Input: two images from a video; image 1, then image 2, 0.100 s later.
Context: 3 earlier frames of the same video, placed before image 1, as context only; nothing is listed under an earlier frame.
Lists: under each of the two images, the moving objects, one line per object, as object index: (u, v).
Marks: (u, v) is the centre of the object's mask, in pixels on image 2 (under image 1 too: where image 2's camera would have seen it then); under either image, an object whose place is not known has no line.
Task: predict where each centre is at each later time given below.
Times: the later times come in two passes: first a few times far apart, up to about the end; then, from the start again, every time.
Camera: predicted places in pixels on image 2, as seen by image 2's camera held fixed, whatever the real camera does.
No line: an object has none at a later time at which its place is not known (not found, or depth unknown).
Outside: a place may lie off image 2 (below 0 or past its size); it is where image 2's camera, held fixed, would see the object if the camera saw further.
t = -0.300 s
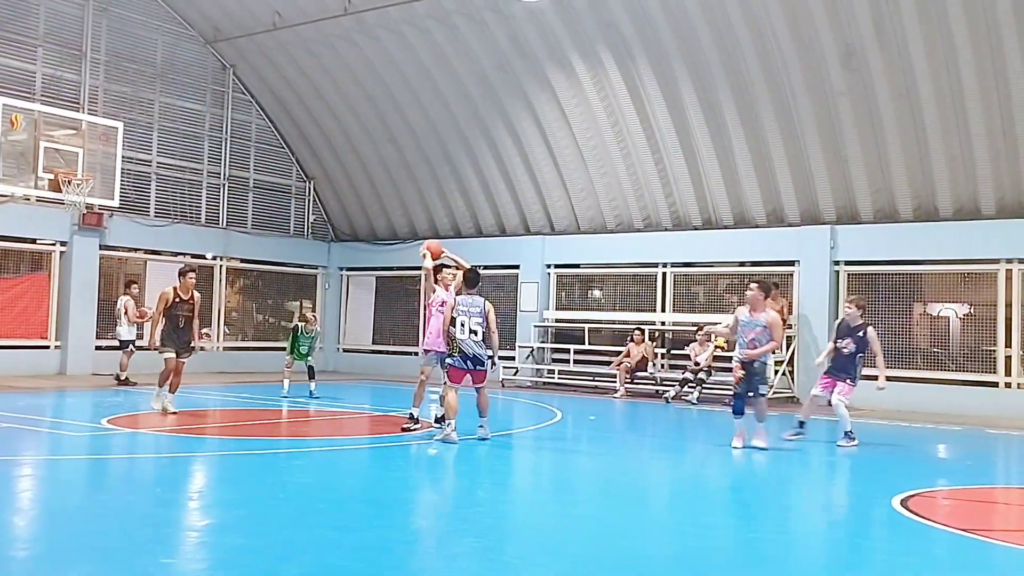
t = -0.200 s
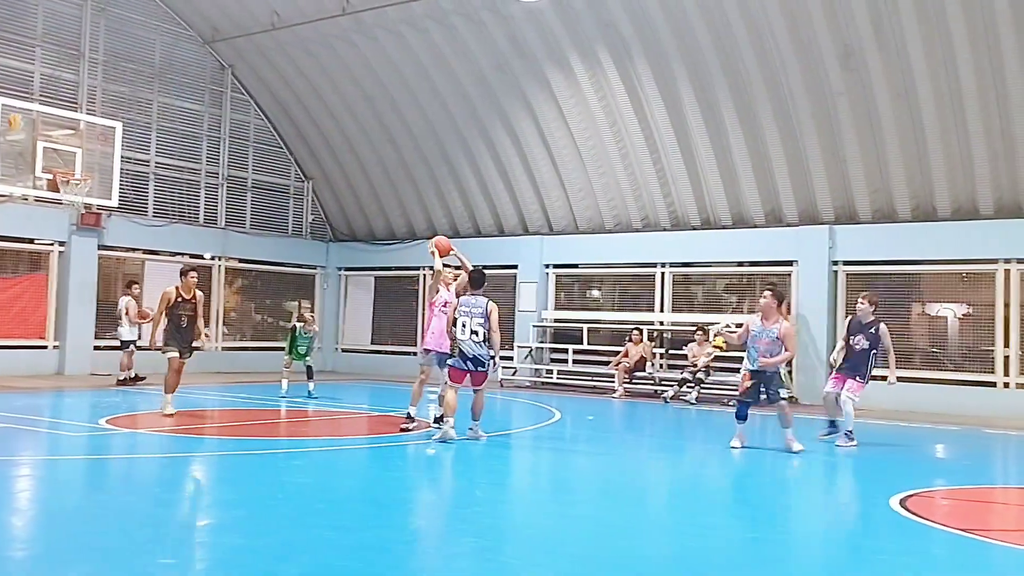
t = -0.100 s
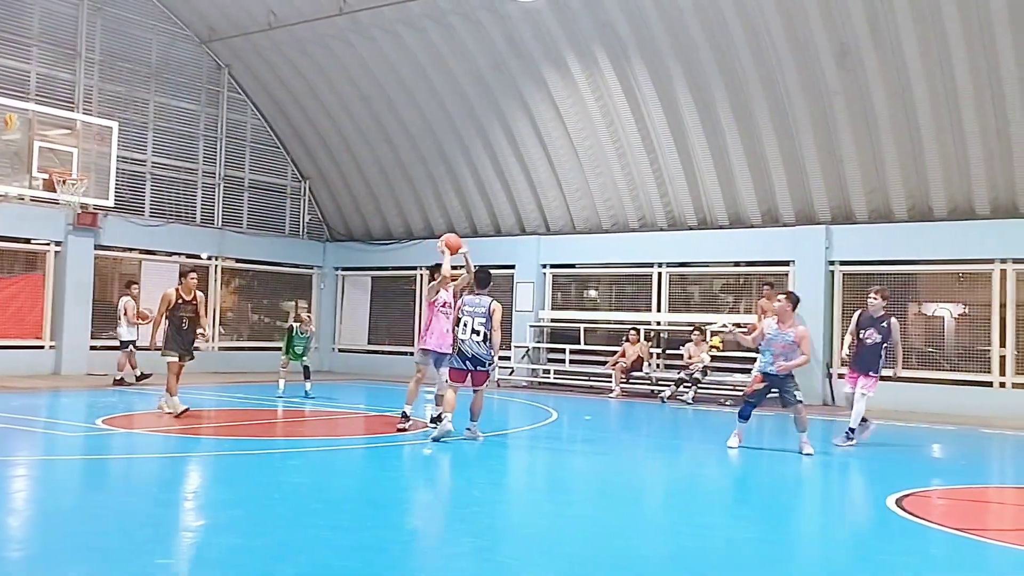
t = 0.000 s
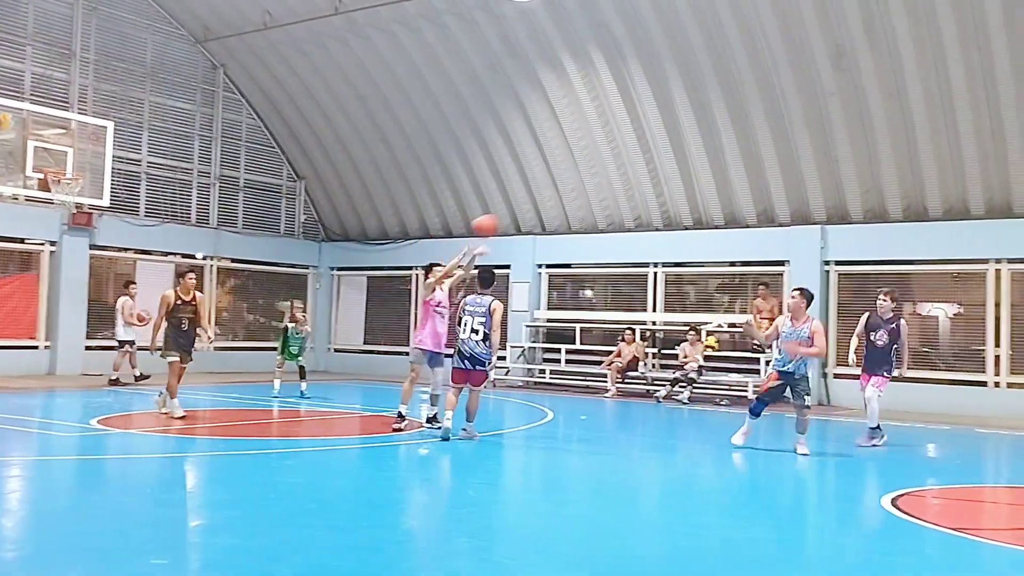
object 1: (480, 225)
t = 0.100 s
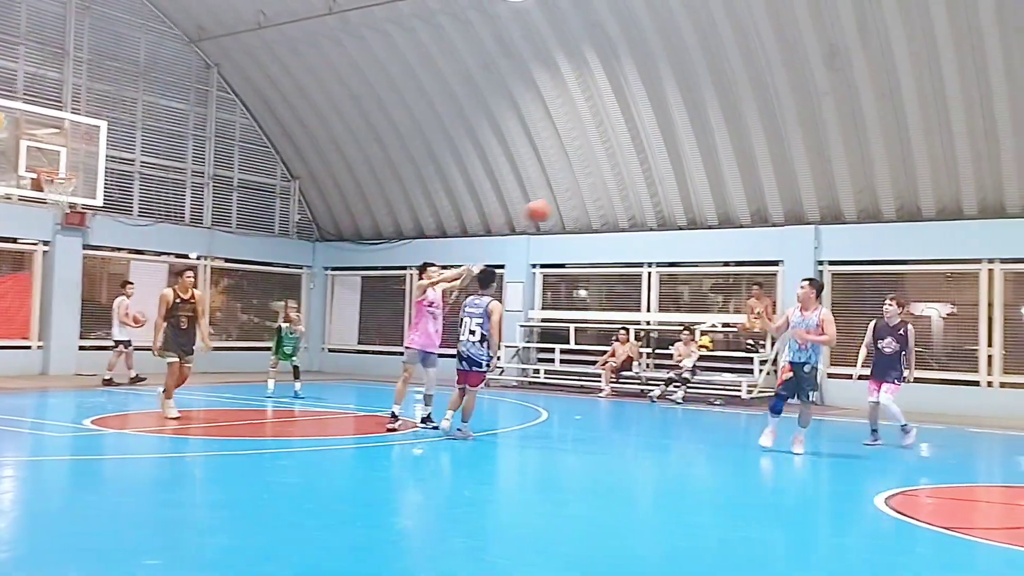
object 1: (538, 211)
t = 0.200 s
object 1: (599, 205)
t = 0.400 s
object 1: (730, 220)
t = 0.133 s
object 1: (559, 207)
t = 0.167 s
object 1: (579, 206)
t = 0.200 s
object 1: (599, 205)
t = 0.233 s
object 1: (620, 205)
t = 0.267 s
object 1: (641, 206)
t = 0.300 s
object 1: (663, 209)
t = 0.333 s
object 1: (687, 211)
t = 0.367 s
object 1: (709, 215)
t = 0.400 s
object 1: (730, 220)
